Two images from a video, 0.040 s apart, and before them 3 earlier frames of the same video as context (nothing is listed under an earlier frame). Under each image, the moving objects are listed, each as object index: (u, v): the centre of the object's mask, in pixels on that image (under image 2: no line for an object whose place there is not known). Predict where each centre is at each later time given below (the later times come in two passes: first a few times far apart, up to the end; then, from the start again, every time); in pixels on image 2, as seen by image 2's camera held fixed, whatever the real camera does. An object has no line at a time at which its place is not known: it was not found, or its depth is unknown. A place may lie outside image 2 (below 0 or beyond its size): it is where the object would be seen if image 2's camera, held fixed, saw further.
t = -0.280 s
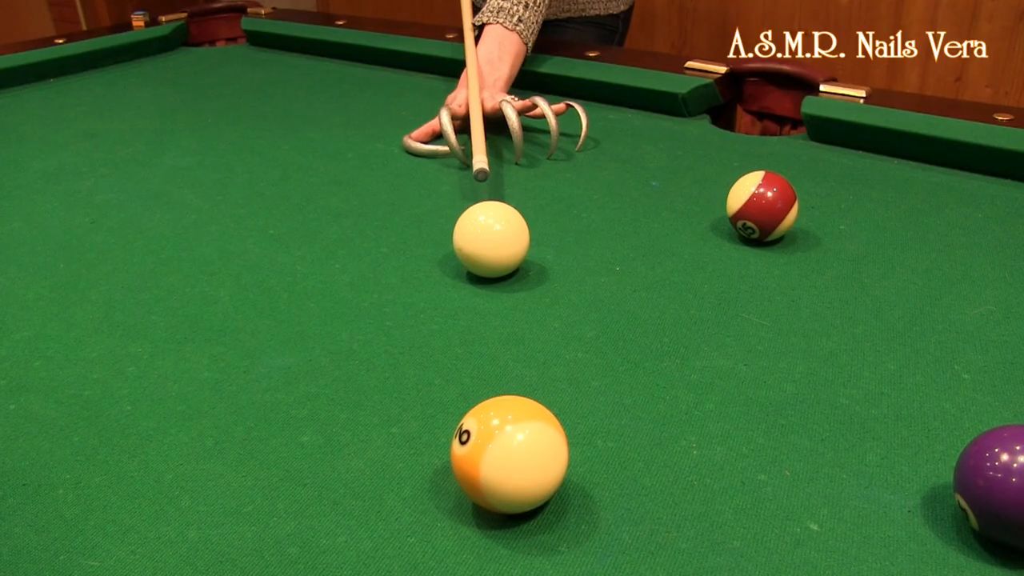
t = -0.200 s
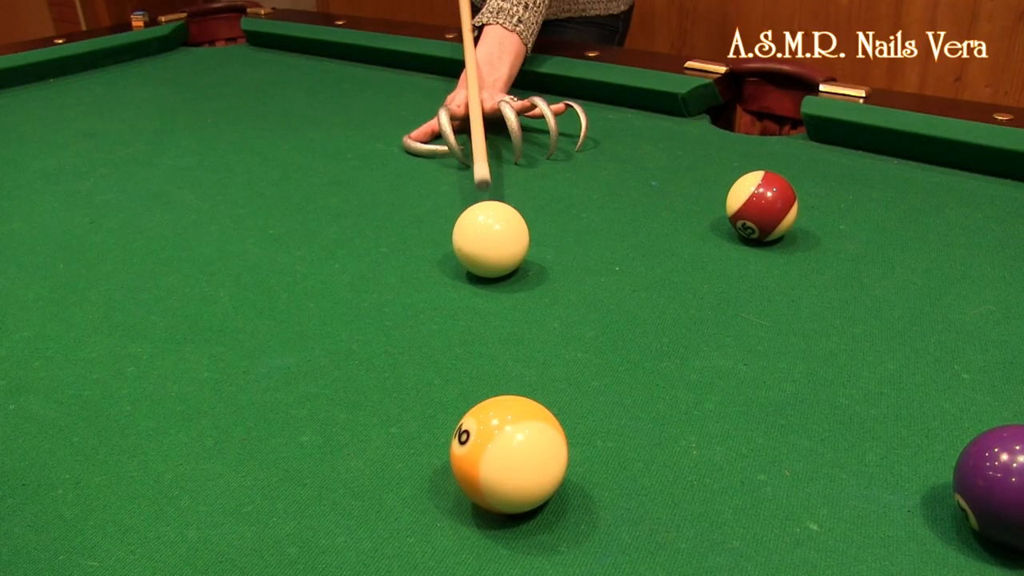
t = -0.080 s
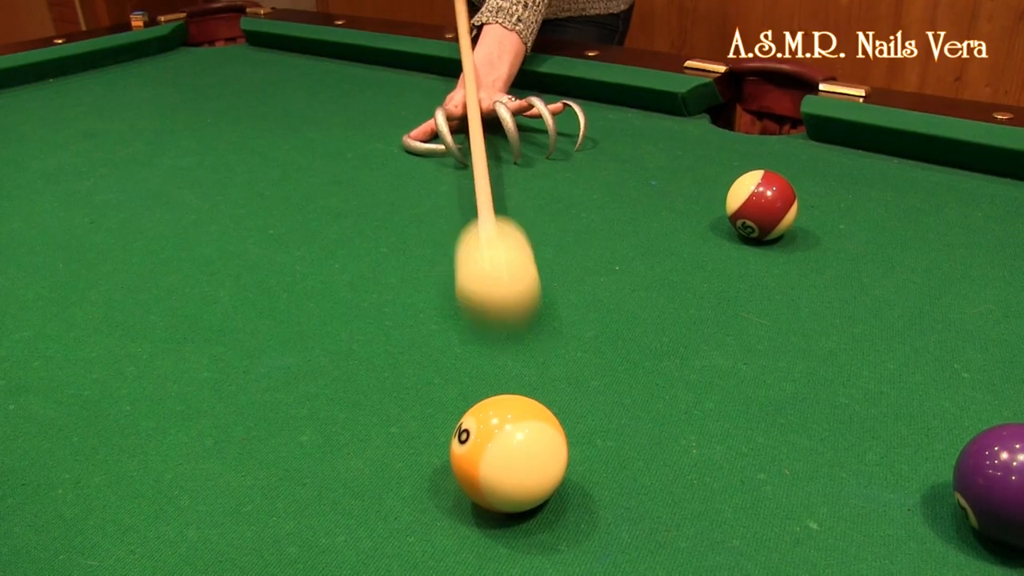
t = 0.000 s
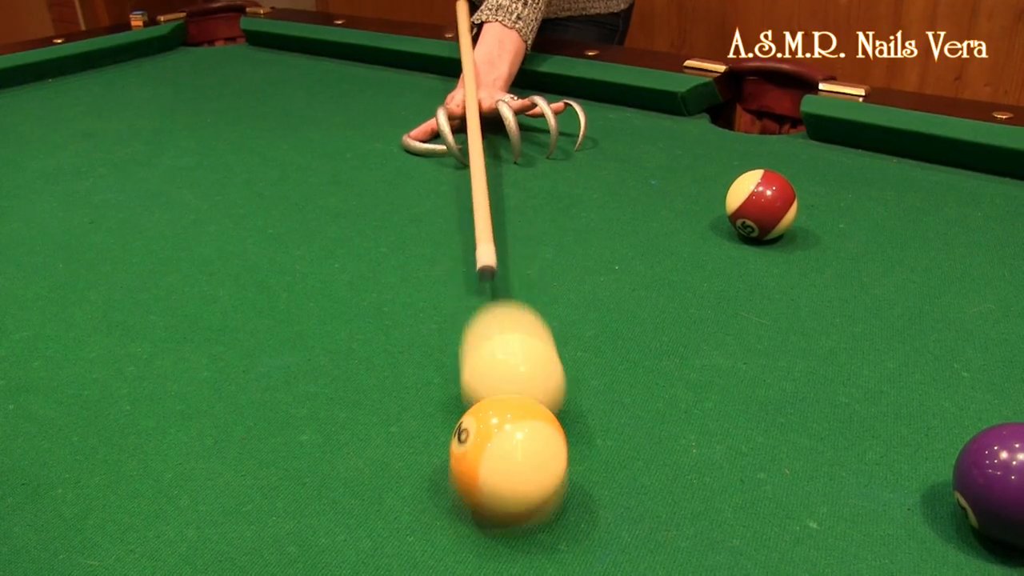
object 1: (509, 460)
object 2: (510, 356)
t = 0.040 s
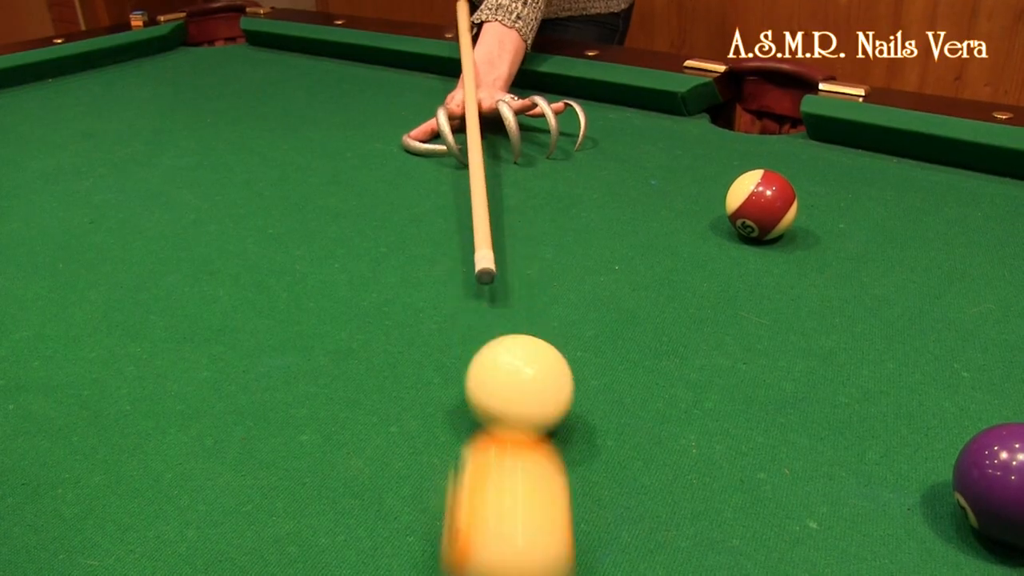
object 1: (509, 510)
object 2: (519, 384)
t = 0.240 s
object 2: (554, 404)
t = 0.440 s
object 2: (583, 418)
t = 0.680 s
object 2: (609, 433)
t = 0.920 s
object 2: (623, 443)
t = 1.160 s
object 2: (631, 447)
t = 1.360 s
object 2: (629, 445)
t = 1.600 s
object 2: (629, 444)
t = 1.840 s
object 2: (629, 444)
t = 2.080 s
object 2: (629, 444)
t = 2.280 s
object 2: (629, 444)
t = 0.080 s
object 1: (509, 545)
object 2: (526, 390)
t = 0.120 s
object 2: (533, 394)
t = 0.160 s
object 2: (540, 398)
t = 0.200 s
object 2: (547, 401)
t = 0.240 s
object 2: (554, 404)
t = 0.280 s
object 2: (560, 407)
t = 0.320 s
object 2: (566, 410)
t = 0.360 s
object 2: (572, 413)
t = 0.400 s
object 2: (578, 416)
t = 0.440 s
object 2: (583, 418)
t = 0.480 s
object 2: (588, 421)
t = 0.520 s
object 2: (593, 423)
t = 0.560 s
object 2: (597, 426)
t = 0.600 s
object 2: (602, 428)
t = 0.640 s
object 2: (606, 431)
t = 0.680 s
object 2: (609, 433)
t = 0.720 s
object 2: (612, 435)
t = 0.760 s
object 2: (615, 437)
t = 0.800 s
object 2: (617, 439)
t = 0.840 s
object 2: (619, 441)
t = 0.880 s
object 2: (621, 442)
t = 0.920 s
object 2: (623, 443)
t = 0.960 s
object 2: (625, 444)
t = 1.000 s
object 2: (627, 445)
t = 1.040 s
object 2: (628, 446)
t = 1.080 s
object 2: (630, 447)
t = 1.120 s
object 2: (630, 447)
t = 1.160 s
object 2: (631, 447)
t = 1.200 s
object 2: (631, 446)
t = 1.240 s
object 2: (631, 446)
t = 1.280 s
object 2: (630, 446)
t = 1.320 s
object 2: (630, 445)
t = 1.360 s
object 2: (629, 445)
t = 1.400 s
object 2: (629, 445)
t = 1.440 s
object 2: (629, 444)
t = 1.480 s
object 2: (629, 444)
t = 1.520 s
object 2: (629, 444)
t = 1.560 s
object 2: (629, 445)
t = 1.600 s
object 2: (629, 444)
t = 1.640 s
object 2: (629, 444)
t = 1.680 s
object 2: (629, 444)
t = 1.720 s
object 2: (629, 444)
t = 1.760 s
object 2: (629, 444)
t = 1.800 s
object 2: (629, 444)
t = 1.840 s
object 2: (629, 444)
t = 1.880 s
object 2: (629, 444)
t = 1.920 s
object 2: (629, 444)
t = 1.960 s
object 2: (629, 444)
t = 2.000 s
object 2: (629, 444)
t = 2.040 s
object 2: (629, 444)
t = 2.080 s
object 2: (629, 444)
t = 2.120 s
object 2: (629, 444)
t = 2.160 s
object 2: (629, 444)
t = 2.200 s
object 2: (629, 444)
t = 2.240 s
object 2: (629, 444)
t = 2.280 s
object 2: (629, 444)
